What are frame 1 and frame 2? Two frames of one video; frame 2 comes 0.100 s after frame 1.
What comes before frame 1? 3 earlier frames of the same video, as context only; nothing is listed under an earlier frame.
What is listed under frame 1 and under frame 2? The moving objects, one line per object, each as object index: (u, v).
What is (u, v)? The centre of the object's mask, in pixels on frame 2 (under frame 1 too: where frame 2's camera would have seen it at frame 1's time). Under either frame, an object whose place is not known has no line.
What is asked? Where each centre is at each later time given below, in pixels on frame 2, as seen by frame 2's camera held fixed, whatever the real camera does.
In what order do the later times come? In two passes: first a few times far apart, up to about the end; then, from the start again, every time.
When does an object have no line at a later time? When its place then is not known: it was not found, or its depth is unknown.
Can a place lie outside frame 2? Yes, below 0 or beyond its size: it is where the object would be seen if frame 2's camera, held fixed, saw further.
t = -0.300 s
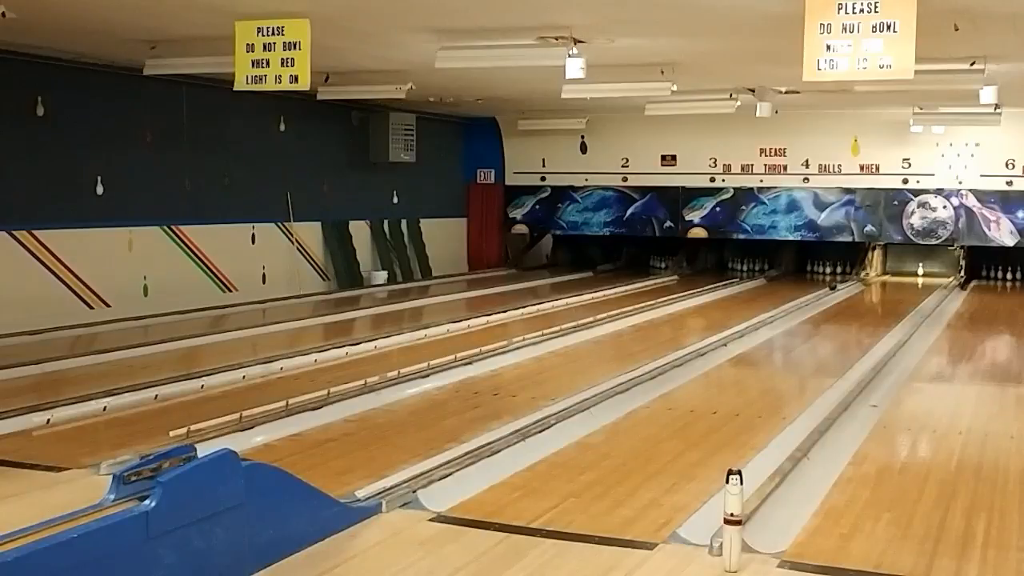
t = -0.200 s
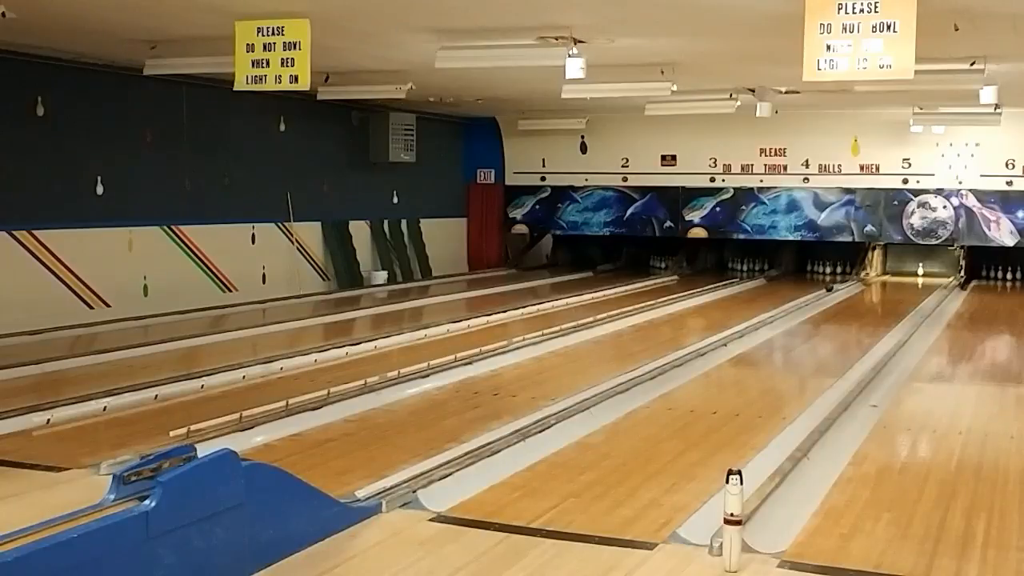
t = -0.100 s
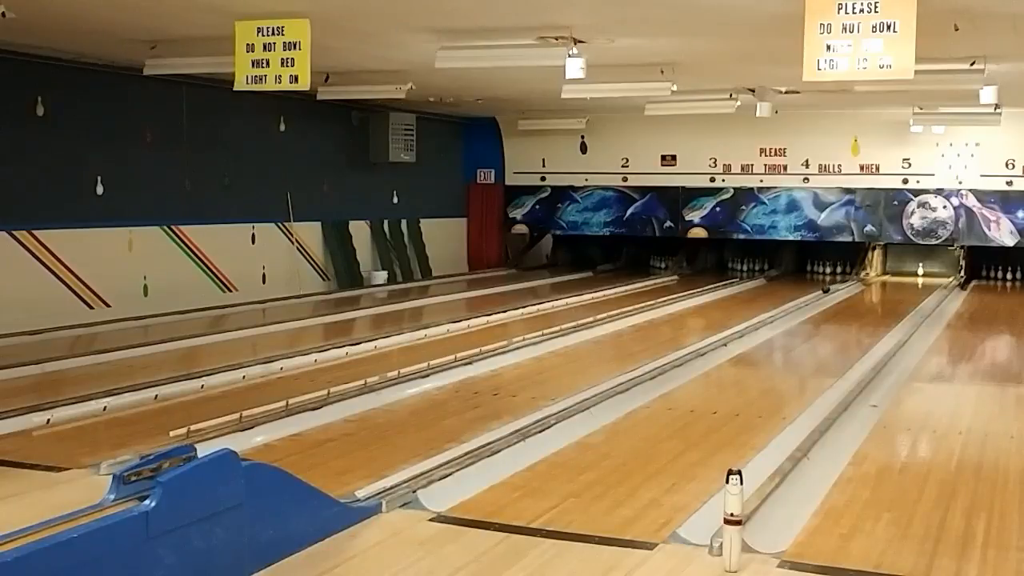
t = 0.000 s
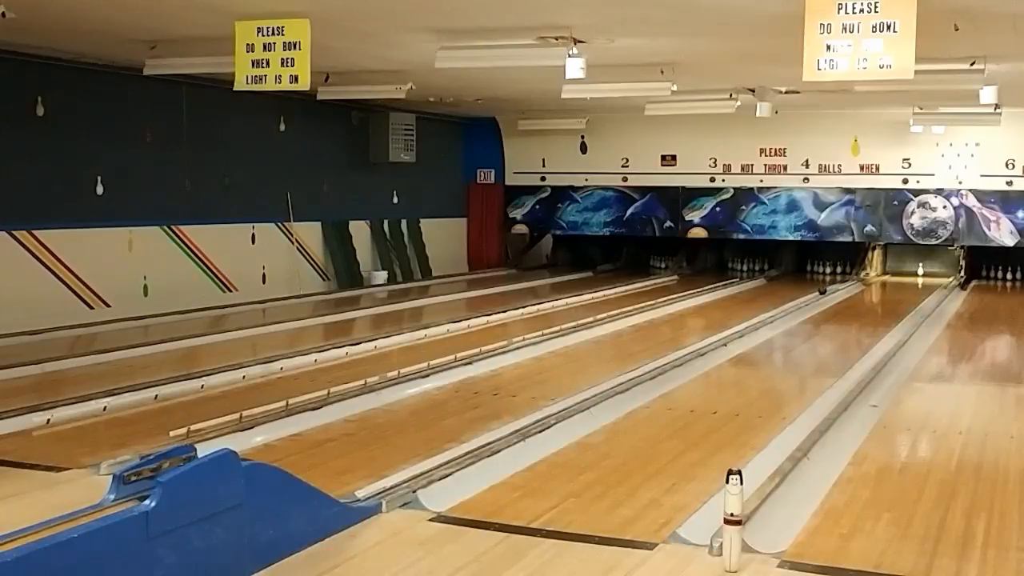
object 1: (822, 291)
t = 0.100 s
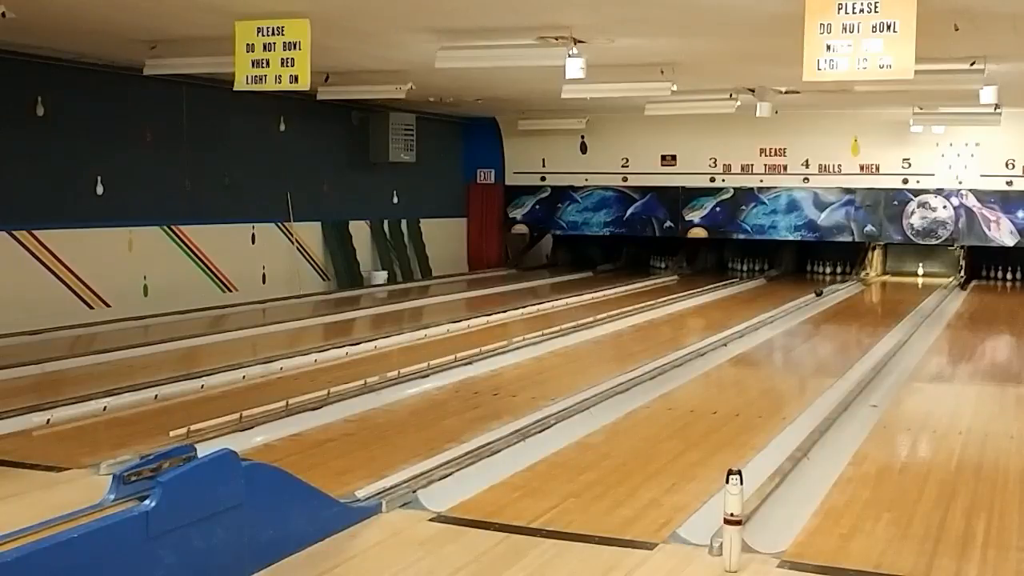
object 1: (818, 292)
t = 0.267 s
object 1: (812, 295)
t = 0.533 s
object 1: (801, 299)
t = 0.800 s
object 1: (789, 304)
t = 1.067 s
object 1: (776, 310)
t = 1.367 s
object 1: (759, 317)
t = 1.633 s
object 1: (743, 324)
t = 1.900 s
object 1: (724, 332)
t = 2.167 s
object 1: (704, 341)
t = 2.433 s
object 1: (680, 352)
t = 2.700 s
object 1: (654, 363)
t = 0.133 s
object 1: (817, 292)
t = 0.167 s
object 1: (816, 293)
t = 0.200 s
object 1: (815, 294)
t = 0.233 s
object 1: (813, 294)
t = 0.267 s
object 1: (812, 295)
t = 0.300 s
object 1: (811, 295)
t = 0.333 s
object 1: (809, 296)
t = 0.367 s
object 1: (808, 297)
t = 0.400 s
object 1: (807, 297)
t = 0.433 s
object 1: (805, 298)
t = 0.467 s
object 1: (804, 298)
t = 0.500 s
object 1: (802, 299)
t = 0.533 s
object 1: (801, 299)
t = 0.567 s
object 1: (799, 300)
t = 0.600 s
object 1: (798, 300)
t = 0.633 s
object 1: (796, 301)
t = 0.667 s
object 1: (795, 302)
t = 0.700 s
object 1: (794, 302)
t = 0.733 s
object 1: (792, 303)
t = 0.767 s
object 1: (790, 303)
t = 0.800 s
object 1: (789, 304)
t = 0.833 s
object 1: (787, 305)
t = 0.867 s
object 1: (785, 306)
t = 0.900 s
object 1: (784, 306)
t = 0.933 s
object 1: (782, 307)
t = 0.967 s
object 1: (781, 308)
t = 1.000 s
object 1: (779, 309)
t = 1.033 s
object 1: (777, 310)
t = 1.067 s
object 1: (776, 310)
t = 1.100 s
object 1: (774, 311)
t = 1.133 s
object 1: (772, 312)
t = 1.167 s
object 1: (770, 313)
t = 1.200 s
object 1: (769, 313)
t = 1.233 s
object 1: (767, 314)
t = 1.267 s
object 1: (765, 315)
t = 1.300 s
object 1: (763, 316)
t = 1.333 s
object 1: (761, 317)
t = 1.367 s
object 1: (759, 317)
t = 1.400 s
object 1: (757, 318)
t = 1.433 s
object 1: (755, 319)
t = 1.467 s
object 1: (753, 320)
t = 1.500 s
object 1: (751, 321)
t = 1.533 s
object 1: (749, 322)
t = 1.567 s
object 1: (747, 322)
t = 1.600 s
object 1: (745, 324)
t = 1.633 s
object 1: (743, 324)
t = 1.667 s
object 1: (741, 325)
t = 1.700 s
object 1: (738, 326)
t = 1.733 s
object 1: (736, 327)
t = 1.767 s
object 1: (734, 328)
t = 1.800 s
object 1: (732, 329)
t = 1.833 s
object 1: (729, 330)
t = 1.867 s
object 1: (726, 331)
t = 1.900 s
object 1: (724, 332)
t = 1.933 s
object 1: (722, 333)
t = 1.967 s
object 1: (719, 334)
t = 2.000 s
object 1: (717, 335)
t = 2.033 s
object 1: (714, 337)
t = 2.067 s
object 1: (712, 338)
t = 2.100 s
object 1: (709, 339)
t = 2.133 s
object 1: (707, 340)
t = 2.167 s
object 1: (704, 341)
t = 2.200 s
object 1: (701, 343)
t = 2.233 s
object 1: (698, 344)
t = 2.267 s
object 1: (695, 345)
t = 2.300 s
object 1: (692, 346)
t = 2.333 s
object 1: (689, 347)
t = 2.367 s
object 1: (686, 349)
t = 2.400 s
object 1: (683, 350)
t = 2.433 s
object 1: (680, 352)
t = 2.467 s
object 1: (677, 353)
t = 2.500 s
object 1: (674, 354)
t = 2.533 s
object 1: (671, 355)
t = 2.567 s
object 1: (668, 357)
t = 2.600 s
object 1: (664, 358)
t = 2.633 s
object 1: (661, 360)
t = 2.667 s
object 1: (658, 361)
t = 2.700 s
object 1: (654, 363)
